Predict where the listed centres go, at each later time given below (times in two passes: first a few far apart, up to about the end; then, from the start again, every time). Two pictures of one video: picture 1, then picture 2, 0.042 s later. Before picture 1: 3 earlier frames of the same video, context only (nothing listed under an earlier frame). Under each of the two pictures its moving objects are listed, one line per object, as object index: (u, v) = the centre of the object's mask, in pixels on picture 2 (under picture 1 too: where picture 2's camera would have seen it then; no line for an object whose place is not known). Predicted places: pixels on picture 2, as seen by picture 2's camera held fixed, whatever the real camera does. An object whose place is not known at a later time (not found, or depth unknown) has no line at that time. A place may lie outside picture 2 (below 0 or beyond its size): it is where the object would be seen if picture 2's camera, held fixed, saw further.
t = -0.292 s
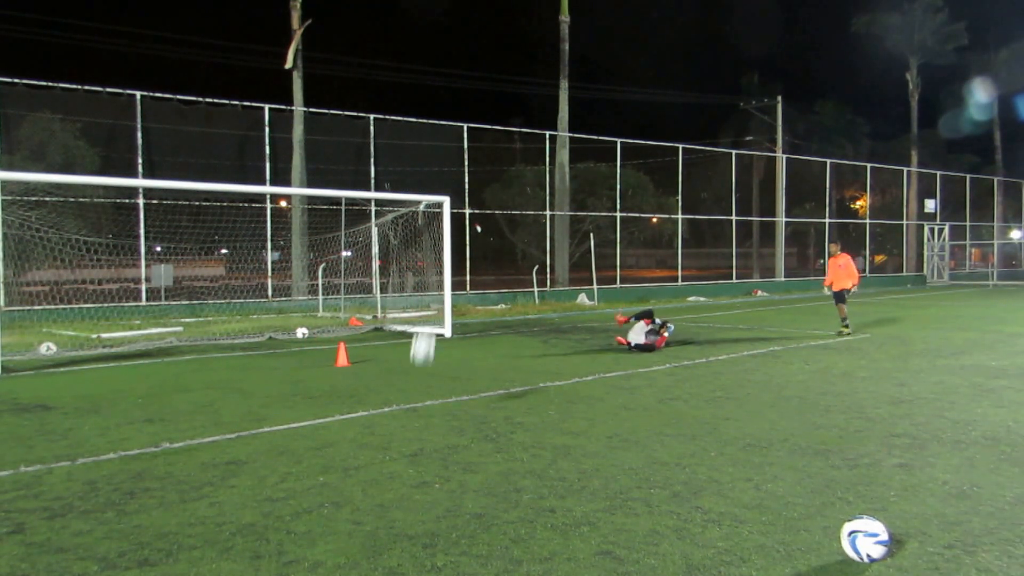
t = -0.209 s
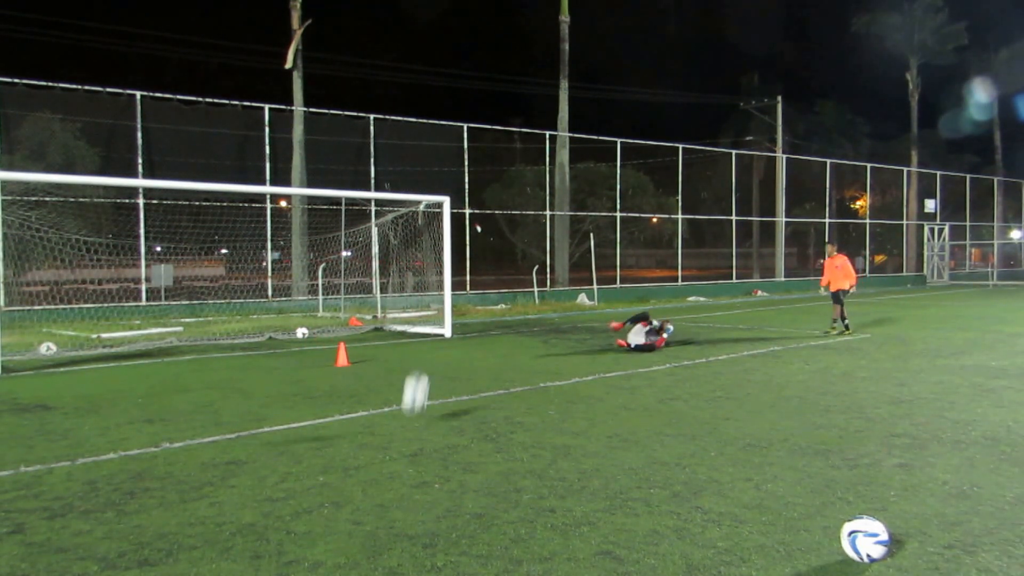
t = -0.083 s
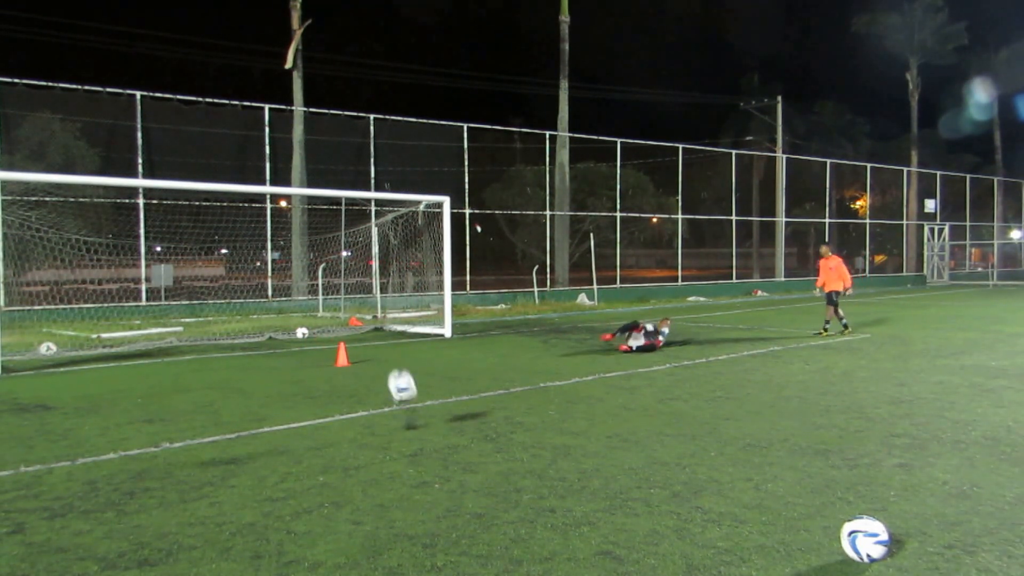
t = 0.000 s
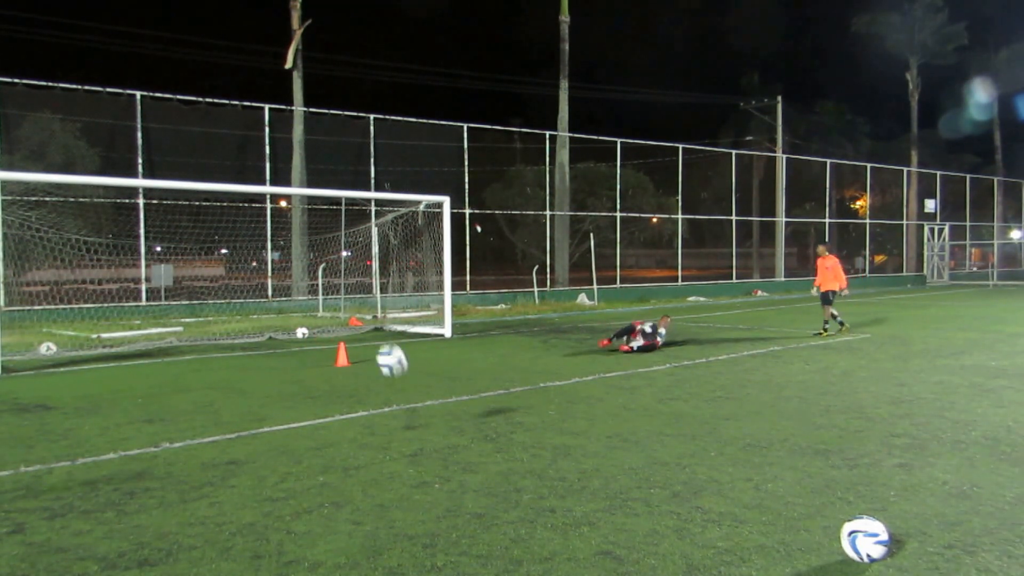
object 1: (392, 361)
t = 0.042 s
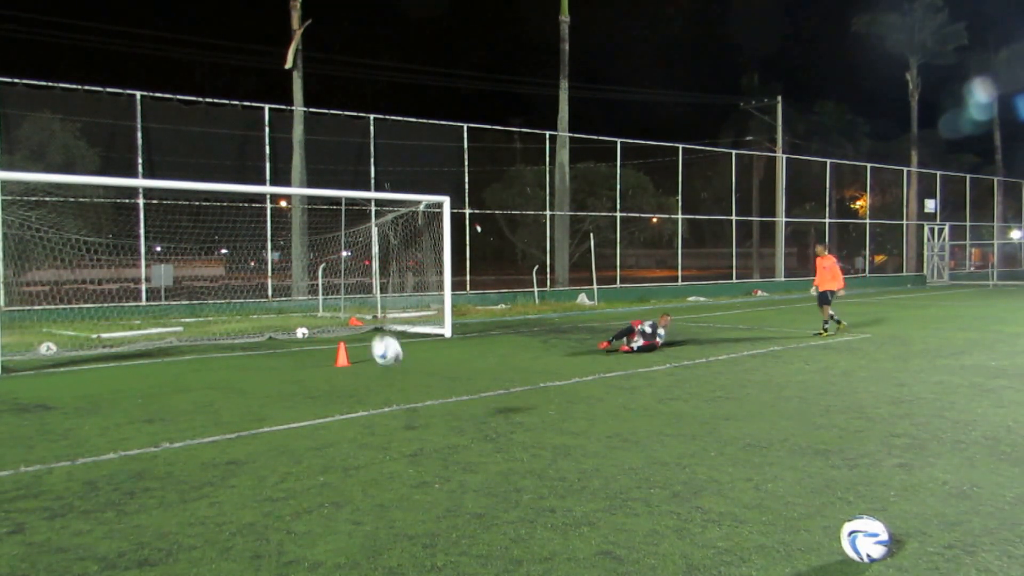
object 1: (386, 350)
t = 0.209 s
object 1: (363, 327)
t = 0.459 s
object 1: (322, 364)
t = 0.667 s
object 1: (281, 484)
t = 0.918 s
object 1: (218, 451)
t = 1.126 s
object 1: (149, 480)
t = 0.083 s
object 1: (381, 342)
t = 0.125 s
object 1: (375, 335)
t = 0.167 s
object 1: (370, 330)
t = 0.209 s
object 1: (363, 327)
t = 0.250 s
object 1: (358, 327)
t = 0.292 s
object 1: (351, 329)
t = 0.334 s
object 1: (345, 333)
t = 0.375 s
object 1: (337, 340)
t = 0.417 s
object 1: (330, 350)
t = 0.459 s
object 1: (322, 364)
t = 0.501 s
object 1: (315, 380)
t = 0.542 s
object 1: (308, 399)
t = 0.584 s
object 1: (299, 424)
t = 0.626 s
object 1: (290, 453)
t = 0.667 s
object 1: (281, 484)
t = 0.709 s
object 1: (271, 502)
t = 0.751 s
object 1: (261, 489)
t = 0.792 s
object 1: (251, 475)
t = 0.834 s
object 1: (240, 465)
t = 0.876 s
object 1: (229, 457)
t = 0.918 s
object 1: (218, 451)
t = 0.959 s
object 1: (205, 449)
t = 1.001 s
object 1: (192, 451)
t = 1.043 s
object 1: (178, 456)
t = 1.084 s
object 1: (164, 466)
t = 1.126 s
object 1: (149, 480)
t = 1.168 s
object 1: (133, 499)
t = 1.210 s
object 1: (115, 524)
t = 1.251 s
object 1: (100, 547)
